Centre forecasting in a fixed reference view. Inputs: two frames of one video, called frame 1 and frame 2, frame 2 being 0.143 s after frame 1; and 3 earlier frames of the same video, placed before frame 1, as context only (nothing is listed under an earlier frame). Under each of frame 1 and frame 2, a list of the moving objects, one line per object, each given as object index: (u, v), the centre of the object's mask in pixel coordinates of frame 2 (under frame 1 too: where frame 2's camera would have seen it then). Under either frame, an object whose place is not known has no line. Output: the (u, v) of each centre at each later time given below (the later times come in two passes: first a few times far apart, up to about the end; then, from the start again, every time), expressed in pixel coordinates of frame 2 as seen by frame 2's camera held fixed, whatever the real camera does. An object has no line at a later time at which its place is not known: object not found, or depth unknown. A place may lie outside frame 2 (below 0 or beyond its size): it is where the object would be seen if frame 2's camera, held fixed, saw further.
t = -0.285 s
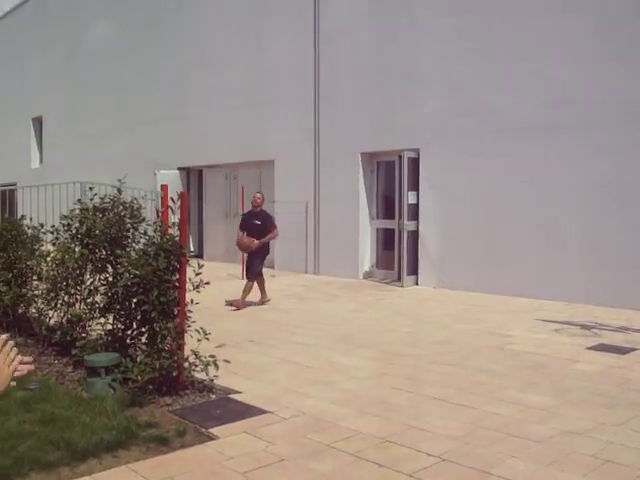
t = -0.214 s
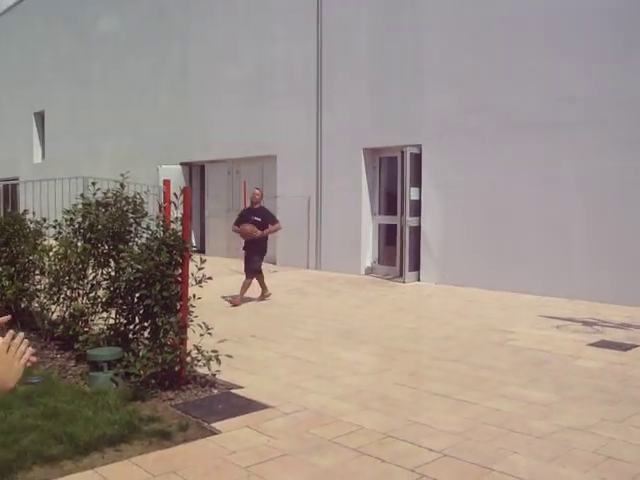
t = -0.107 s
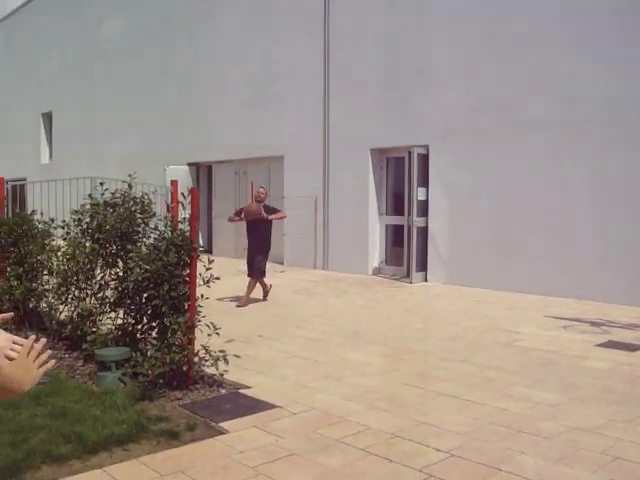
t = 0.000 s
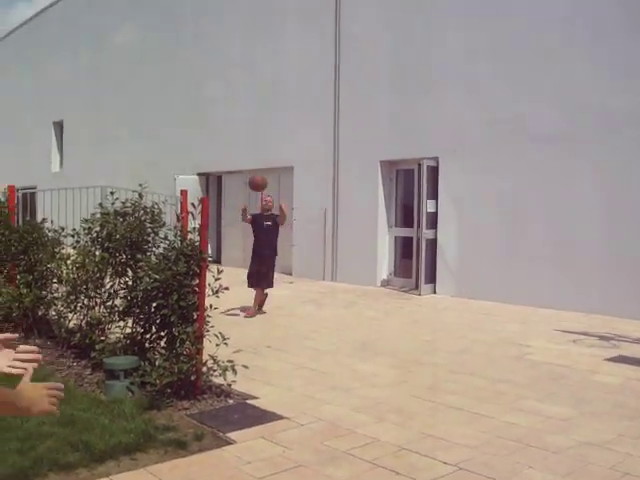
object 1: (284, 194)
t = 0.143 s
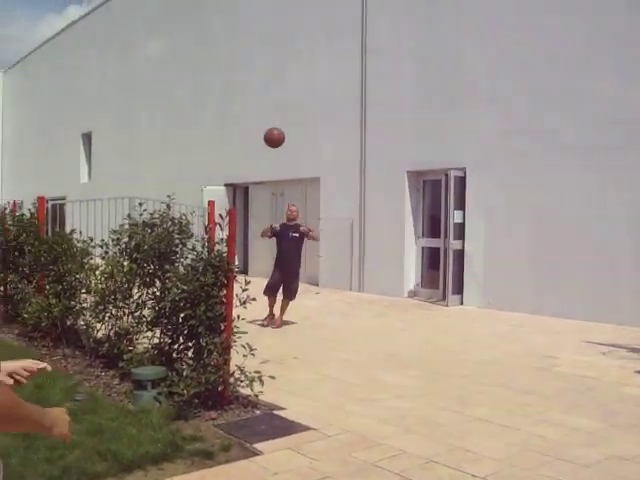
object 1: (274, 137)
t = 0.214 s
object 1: (268, 111)
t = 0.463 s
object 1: (236, 28)
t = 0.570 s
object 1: (216, 1)
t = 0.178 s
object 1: (271, 124)
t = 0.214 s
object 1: (268, 111)
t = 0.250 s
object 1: (265, 98)
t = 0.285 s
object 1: (260, 85)
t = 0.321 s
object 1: (257, 73)
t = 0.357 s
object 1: (252, 61)
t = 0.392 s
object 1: (247, 50)
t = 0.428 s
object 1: (242, 39)
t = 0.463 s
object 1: (236, 28)
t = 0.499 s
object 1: (230, 18)
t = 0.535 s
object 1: (223, 10)
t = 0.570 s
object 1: (216, 1)
